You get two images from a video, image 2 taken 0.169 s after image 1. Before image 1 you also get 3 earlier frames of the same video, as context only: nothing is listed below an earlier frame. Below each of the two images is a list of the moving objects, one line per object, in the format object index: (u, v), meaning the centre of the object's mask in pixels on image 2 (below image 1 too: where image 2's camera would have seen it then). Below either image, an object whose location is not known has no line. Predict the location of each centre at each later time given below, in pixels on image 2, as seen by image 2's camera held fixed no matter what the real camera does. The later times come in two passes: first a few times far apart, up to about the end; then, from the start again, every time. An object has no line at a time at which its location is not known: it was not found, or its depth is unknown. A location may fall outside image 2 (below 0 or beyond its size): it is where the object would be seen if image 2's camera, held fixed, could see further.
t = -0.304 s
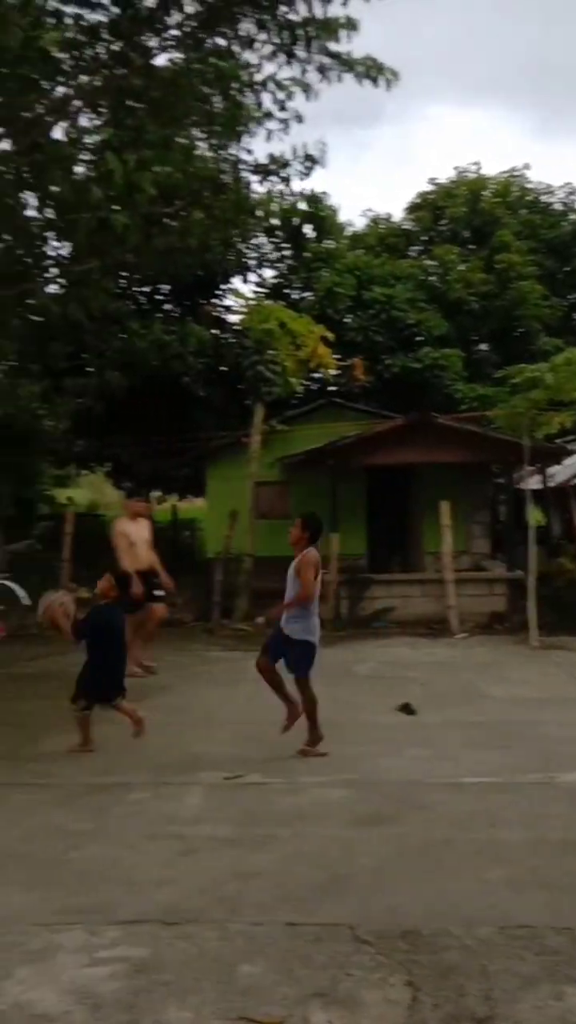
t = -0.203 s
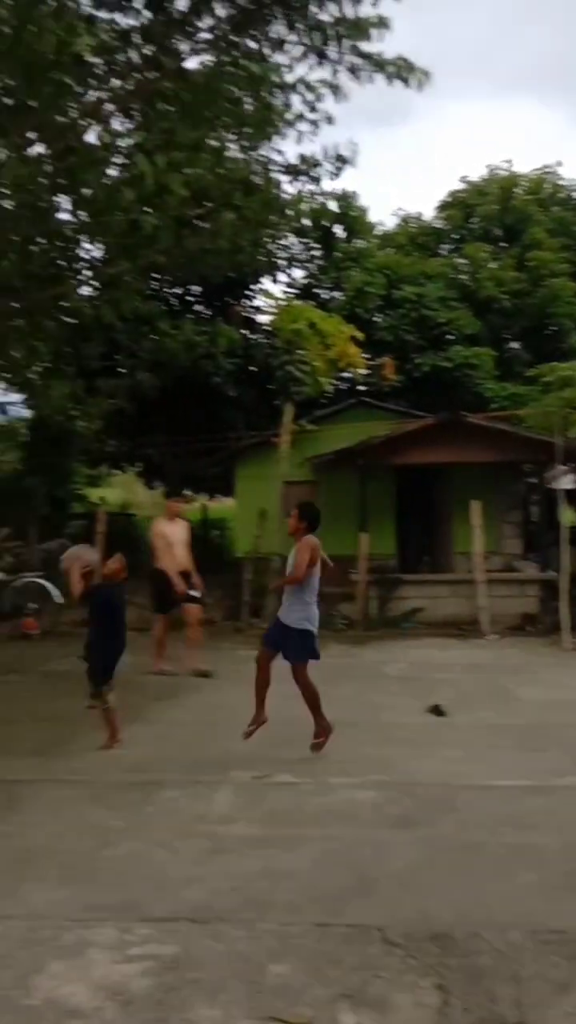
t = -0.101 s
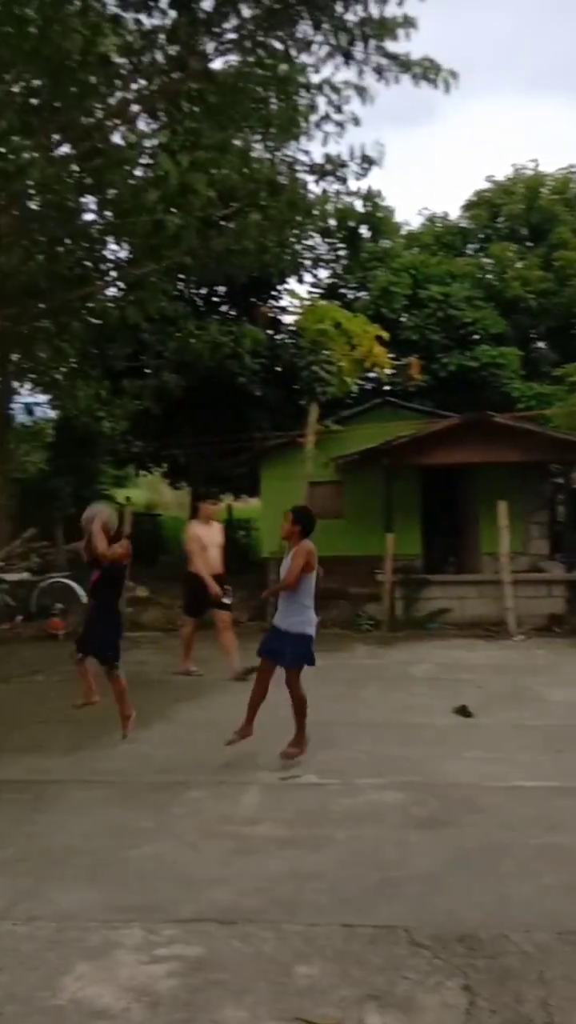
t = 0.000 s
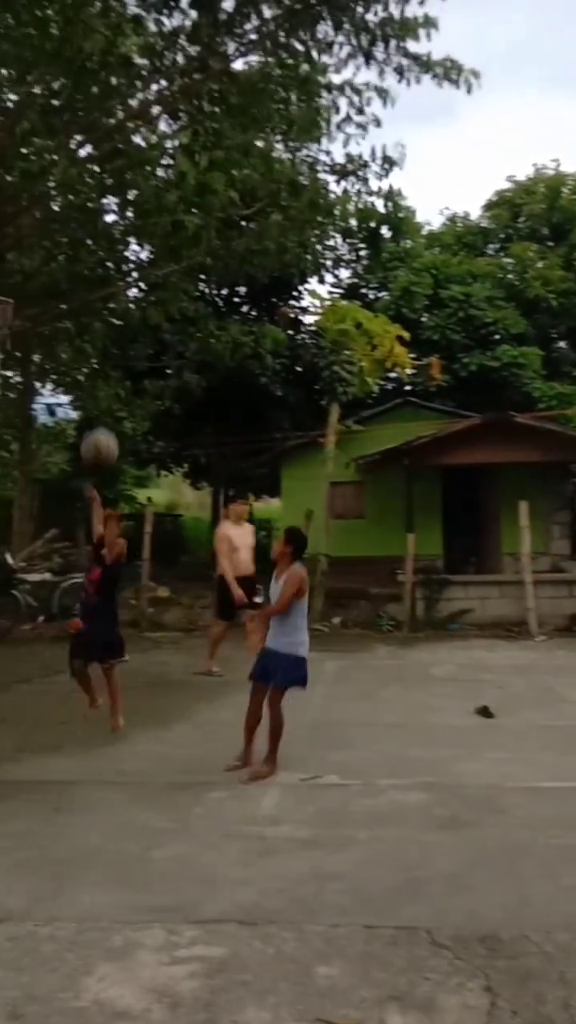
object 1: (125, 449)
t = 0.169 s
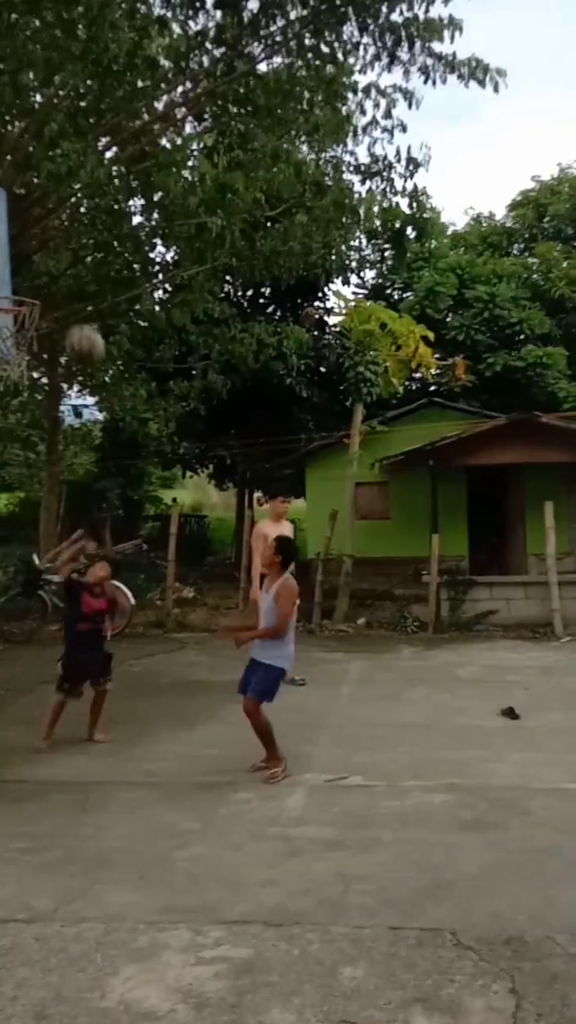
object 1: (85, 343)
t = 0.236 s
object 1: (69, 314)
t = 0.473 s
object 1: (16, 260)
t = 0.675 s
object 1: (-8, 279)
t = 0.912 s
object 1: (24, 290)
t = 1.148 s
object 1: (14, 289)
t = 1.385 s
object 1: (3, 325)
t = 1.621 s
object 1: (6, 394)
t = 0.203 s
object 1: (77, 329)
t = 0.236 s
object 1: (69, 314)
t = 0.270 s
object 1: (60, 302)
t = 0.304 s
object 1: (53, 289)
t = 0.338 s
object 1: (45, 279)
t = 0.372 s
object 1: (37, 272)
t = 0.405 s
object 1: (31, 266)
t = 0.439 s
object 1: (23, 262)
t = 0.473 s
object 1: (16, 260)
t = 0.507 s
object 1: (8, 259)
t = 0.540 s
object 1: (2, 261)
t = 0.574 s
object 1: (-2, 264)
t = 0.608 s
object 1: (-7, 267)
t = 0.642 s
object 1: (-10, 274)
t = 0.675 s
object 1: (-8, 279)
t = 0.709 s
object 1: (-6, 284)
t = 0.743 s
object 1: (-2, 287)
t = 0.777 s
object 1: (2, 285)
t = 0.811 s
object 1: (7, 285)
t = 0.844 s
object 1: (14, 287)
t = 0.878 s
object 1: (23, 290)
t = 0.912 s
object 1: (24, 290)
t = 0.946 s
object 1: (23, 288)
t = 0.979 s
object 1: (21, 286)
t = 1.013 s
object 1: (19, 287)
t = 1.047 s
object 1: (18, 289)
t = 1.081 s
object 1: (17, 289)
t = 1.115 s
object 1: (15, 289)
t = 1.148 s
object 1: (14, 289)
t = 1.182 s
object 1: (12, 291)
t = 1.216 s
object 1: (10, 295)
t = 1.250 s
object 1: (9, 300)
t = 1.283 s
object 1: (7, 305)
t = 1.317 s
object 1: (7, 312)
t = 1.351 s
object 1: (4, 319)
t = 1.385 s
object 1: (3, 325)
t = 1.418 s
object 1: (2, 335)
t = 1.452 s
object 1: (1, 344)
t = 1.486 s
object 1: (5, 349)
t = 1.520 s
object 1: (-6, 371)
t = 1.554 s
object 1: (4, 380)
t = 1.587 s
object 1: (6, 380)
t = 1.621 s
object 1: (6, 394)
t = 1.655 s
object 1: (6, 408)
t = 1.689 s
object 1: (8, 421)
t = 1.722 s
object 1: (9, 438)
